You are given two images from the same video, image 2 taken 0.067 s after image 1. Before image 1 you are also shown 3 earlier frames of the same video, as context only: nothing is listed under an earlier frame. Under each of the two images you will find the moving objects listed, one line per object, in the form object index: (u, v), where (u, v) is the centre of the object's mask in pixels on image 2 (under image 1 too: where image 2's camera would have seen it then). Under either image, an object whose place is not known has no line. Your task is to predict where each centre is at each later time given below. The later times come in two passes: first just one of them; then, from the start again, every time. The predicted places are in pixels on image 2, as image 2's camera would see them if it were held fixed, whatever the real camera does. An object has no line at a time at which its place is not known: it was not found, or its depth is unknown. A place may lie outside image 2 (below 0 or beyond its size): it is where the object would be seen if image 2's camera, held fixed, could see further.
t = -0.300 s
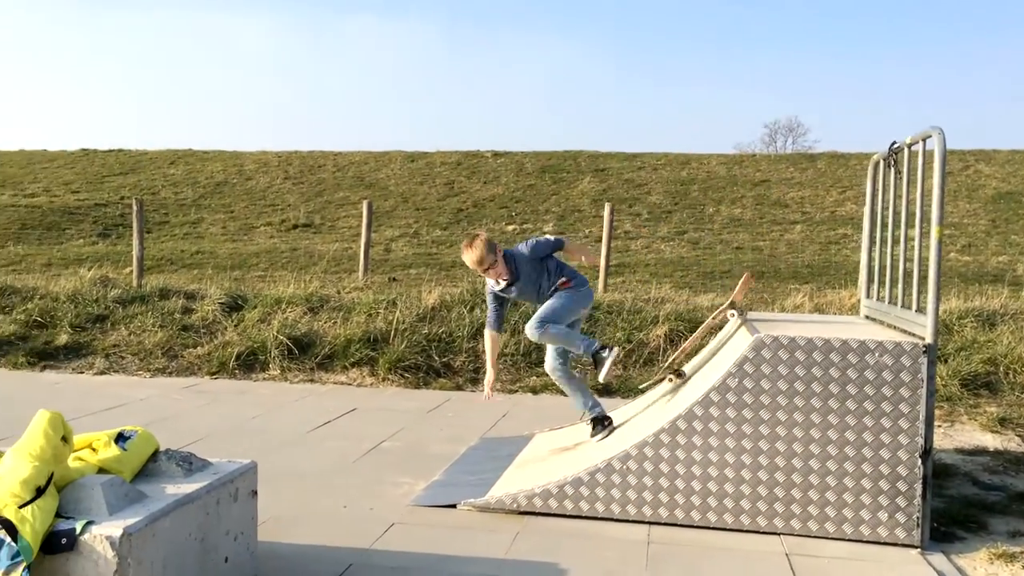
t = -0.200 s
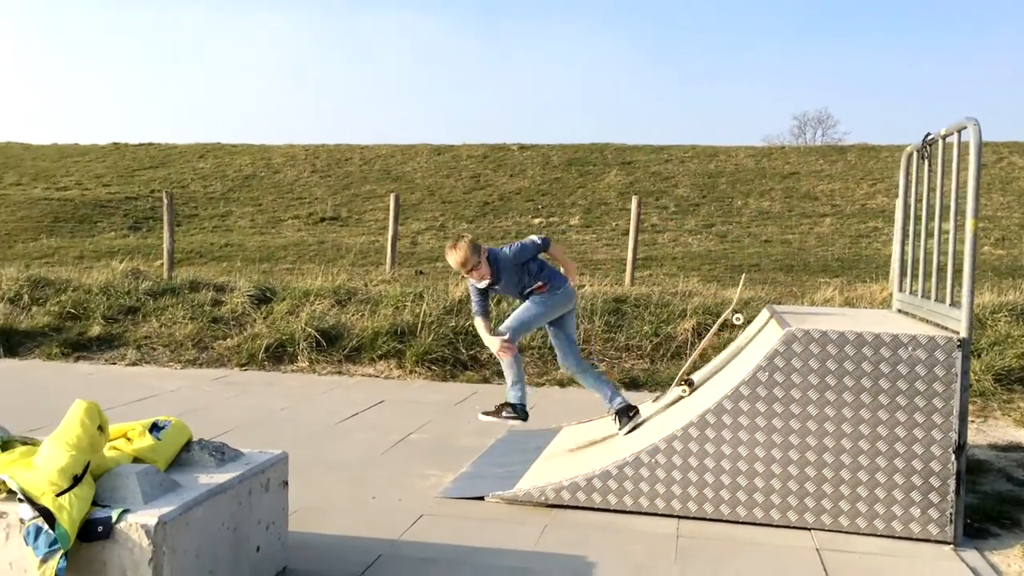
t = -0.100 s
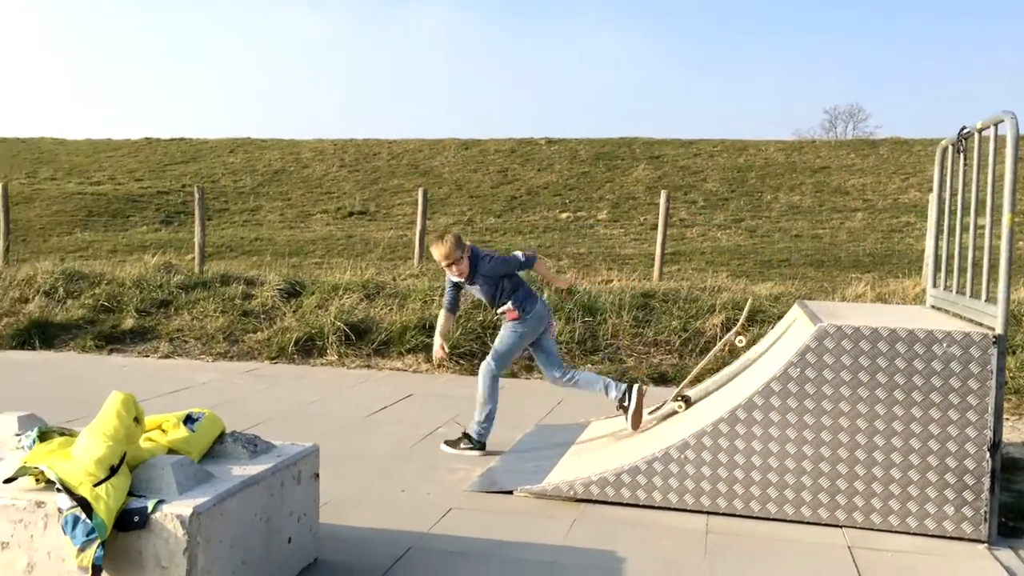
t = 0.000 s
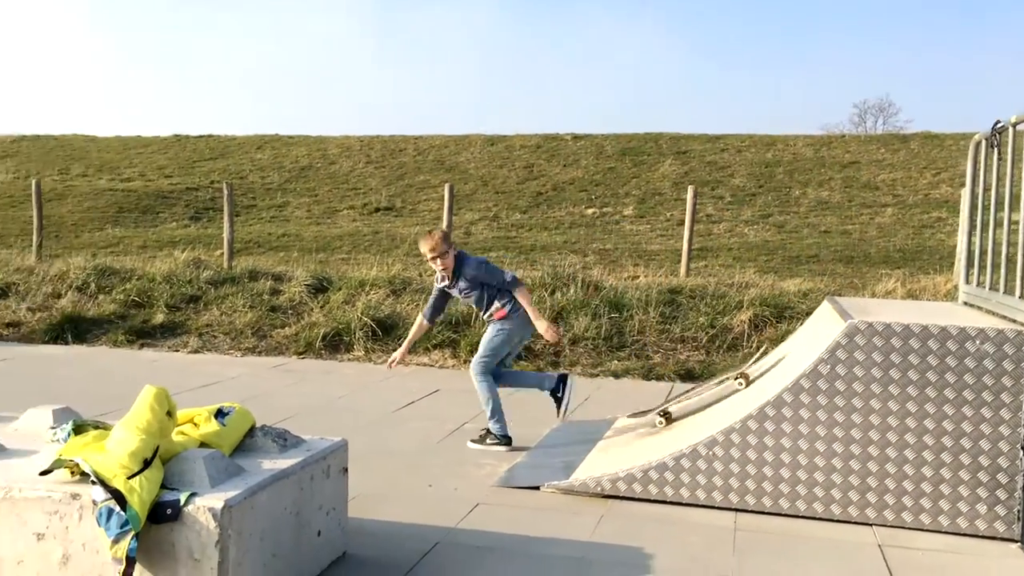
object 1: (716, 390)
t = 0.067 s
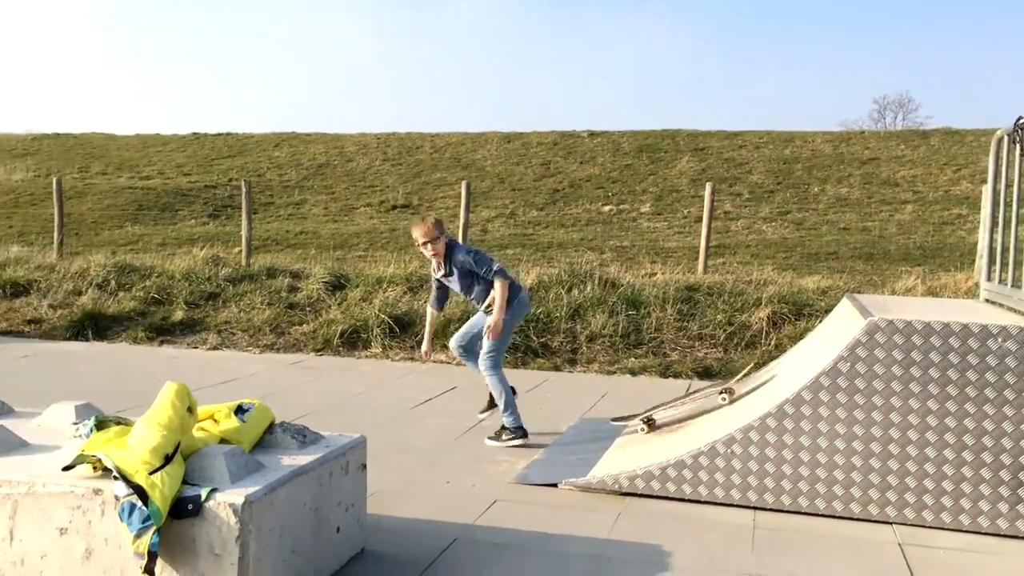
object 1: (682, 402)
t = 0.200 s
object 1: (606, 420)
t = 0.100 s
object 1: (665, 409)
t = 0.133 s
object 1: (644, 414)
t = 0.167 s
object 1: (626, 418)
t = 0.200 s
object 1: (606, 420)
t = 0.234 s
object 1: (588, 421)
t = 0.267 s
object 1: (569, 421)
